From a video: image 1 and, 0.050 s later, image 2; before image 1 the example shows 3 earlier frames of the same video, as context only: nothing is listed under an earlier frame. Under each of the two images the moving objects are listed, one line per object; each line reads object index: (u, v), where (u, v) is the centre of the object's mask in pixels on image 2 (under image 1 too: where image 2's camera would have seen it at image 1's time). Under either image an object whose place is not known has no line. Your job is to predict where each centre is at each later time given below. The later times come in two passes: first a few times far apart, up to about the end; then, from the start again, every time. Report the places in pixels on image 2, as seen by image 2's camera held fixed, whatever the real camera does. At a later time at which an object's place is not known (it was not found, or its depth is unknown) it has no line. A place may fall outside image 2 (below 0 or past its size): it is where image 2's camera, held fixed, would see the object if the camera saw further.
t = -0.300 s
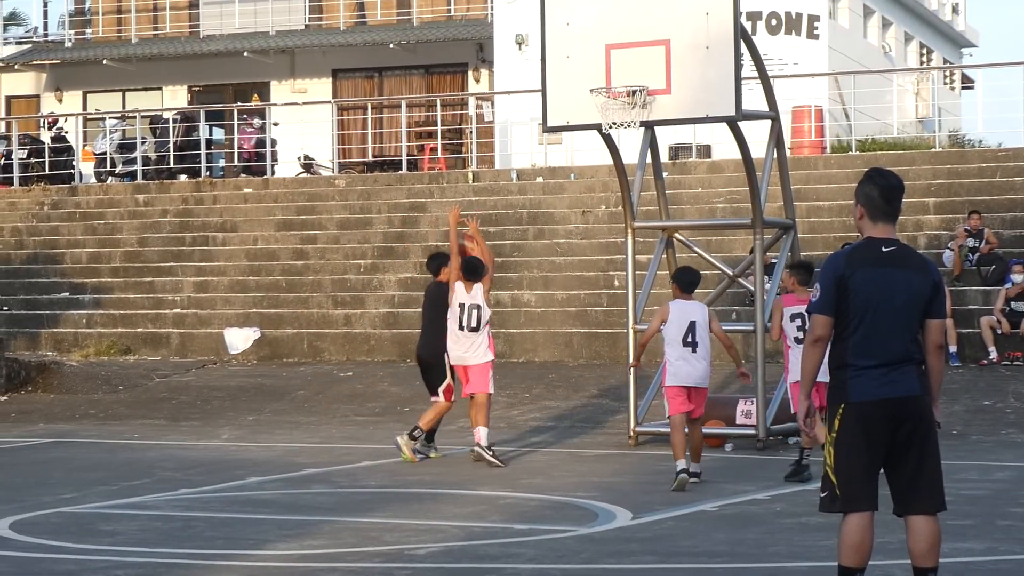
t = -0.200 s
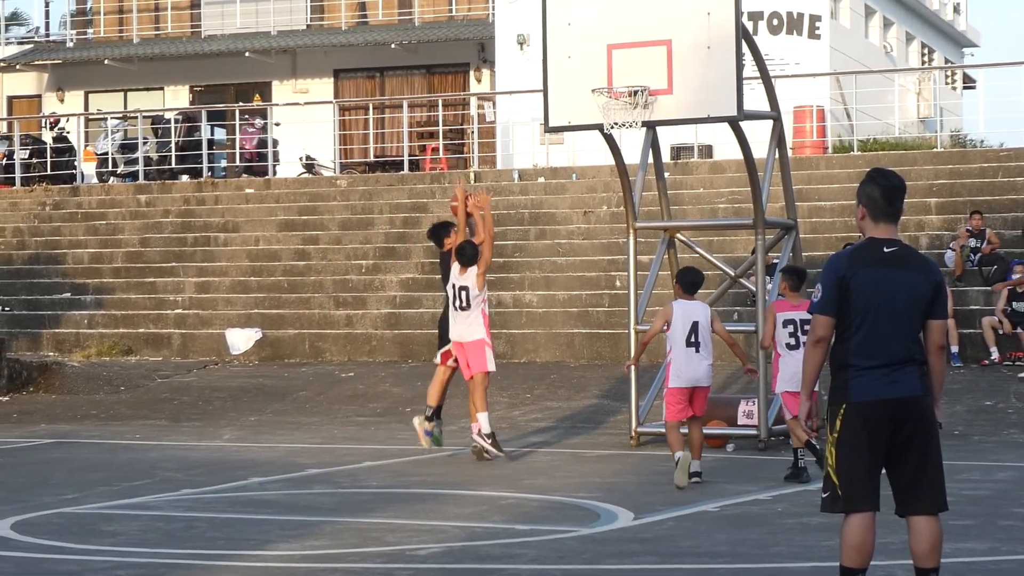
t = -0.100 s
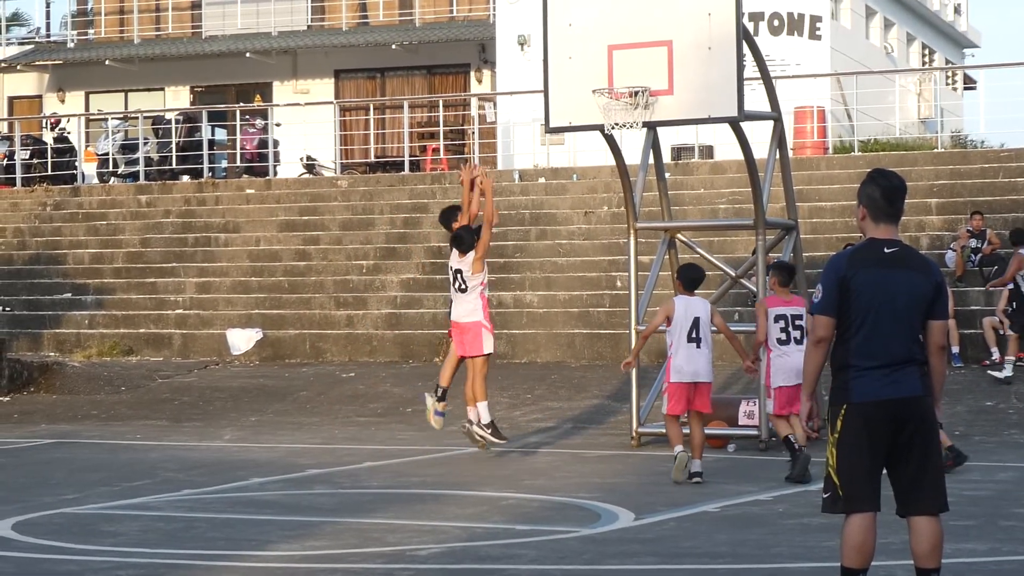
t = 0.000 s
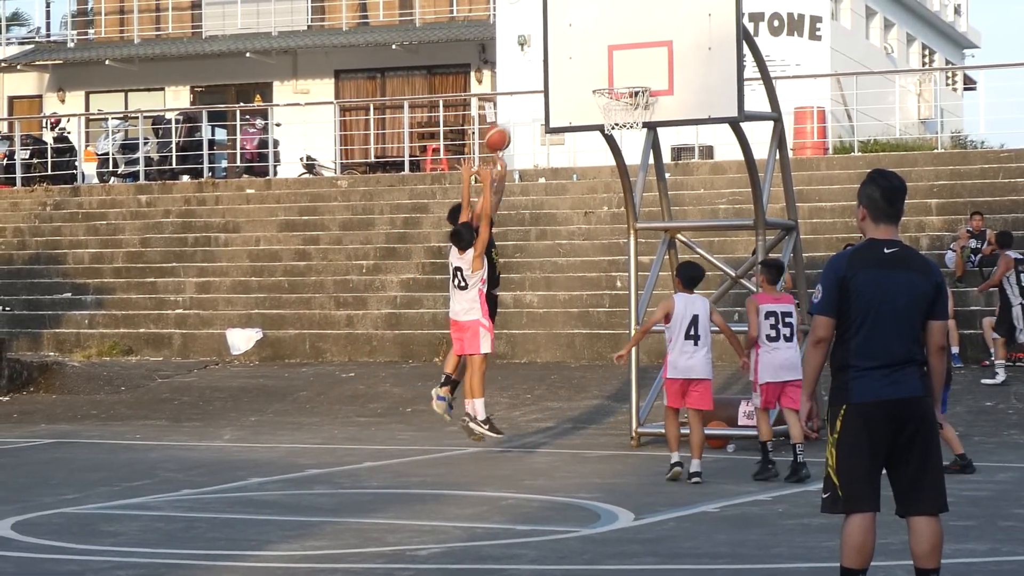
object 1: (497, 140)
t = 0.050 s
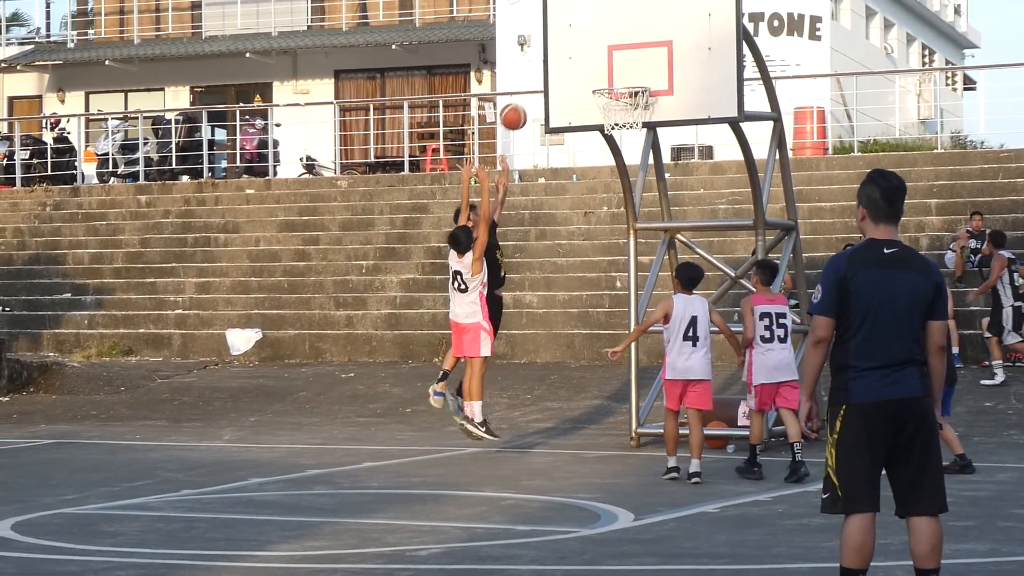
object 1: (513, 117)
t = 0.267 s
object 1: (587, 59)
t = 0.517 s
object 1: (636, 61)
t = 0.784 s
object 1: (650, 51)
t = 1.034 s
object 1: (653, 87)
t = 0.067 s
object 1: (519, 110)
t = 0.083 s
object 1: (524, 104)
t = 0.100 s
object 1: (530, 98)
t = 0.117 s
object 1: (536, 93)
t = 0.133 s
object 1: (542, 88)
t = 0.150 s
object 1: (548, 84)
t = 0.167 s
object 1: (555, 80)
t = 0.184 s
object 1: (559, 75)
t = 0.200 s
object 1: (565, 72)
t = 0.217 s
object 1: (570, 68)
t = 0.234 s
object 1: (576, 65)
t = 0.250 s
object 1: (582, 62)
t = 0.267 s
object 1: (587, 59)
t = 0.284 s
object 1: (593, 57)
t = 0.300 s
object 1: (598, 54)
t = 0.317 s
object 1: (601, 53)
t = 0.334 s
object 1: (604, 52)
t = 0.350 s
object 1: (607, 51)
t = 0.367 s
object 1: (610, 51)
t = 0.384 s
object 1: (613, 50)
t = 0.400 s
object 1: (616, 51)
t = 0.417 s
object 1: (619, 52)
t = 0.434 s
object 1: (622, 53)
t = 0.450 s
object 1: (625, 54)
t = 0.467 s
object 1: (628, 56)
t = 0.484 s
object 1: (631, 58)
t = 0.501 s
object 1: (633, 59)
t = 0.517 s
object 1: (636, 61)
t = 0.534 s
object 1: (640, 65)
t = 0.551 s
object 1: (641, 67)
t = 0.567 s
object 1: (644, 70)
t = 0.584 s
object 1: (647, 73)
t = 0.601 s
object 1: (648, 71)
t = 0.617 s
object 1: (648, 68)
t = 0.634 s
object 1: (648, 65)
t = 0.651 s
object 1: (648, 62)
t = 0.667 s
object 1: (648, 59)
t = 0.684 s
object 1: (648, 57)
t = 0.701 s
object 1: (648, 55)
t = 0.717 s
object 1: (648, 53)
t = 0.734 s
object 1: (649, 52)
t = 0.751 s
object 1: (649, 51)
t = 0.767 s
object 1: (649, 50)
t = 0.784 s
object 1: (650, 51)
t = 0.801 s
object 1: (650, 51)
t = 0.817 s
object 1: (650, 51)
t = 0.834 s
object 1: (650, 52)
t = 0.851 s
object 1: (651, 53)
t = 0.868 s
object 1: (651, 54)
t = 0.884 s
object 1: (651, 56)
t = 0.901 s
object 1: (651, 58)
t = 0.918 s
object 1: (652, 60)
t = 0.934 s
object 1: (652, 63)
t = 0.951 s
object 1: (652, 66)
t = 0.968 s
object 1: (652, 69)
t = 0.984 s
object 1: (652, 73)
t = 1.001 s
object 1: (653, 77)
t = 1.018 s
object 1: (653, 82)
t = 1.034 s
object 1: (653, 87)
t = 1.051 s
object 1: (654, 92)
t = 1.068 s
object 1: (654, 98)
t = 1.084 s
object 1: (655, 103)
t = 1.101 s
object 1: (655, 109)
